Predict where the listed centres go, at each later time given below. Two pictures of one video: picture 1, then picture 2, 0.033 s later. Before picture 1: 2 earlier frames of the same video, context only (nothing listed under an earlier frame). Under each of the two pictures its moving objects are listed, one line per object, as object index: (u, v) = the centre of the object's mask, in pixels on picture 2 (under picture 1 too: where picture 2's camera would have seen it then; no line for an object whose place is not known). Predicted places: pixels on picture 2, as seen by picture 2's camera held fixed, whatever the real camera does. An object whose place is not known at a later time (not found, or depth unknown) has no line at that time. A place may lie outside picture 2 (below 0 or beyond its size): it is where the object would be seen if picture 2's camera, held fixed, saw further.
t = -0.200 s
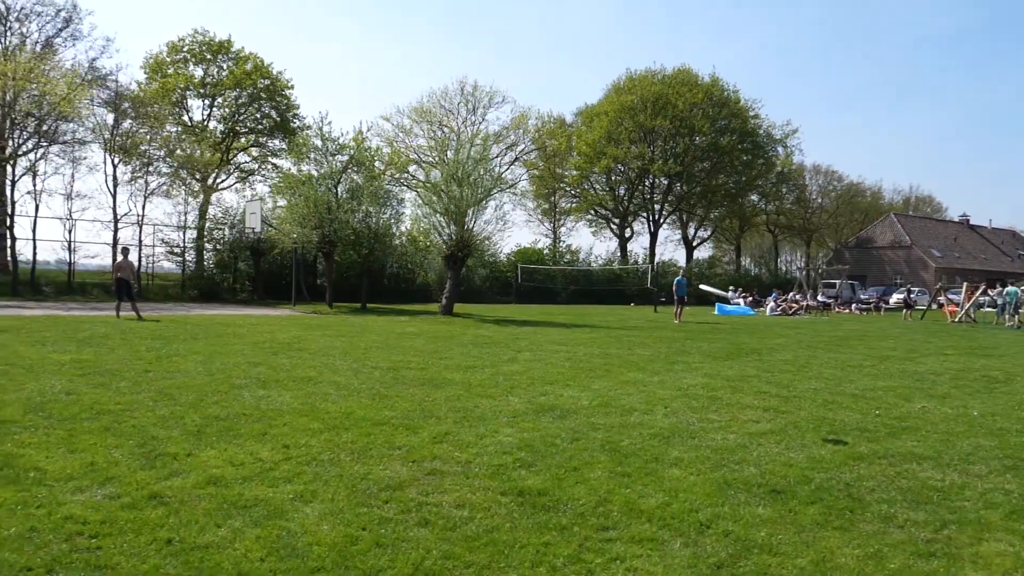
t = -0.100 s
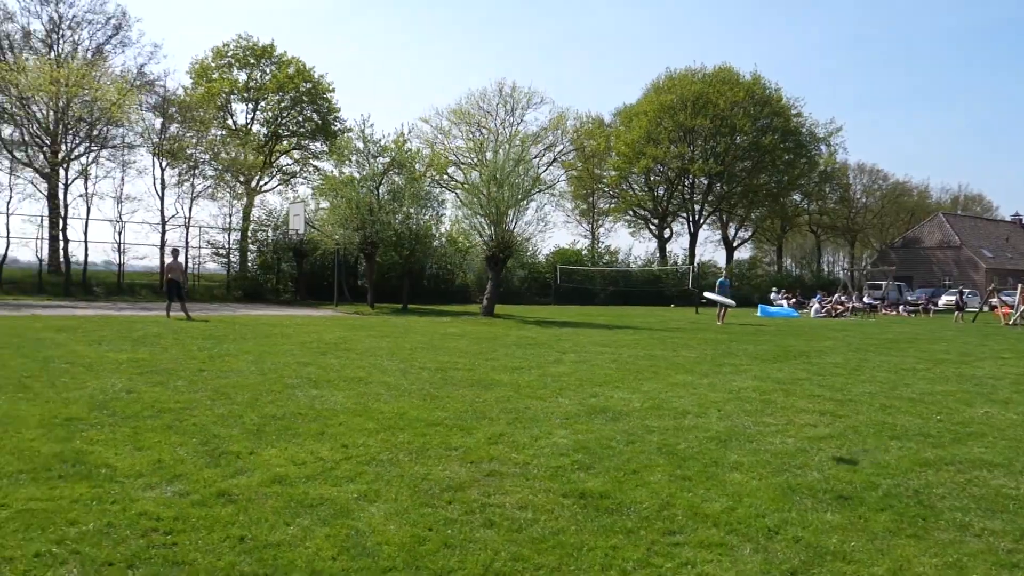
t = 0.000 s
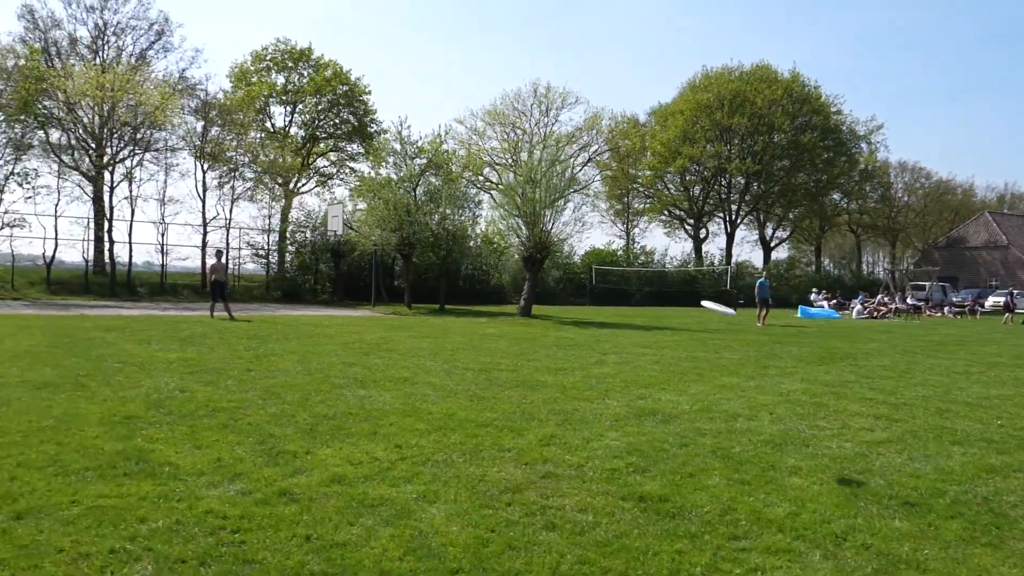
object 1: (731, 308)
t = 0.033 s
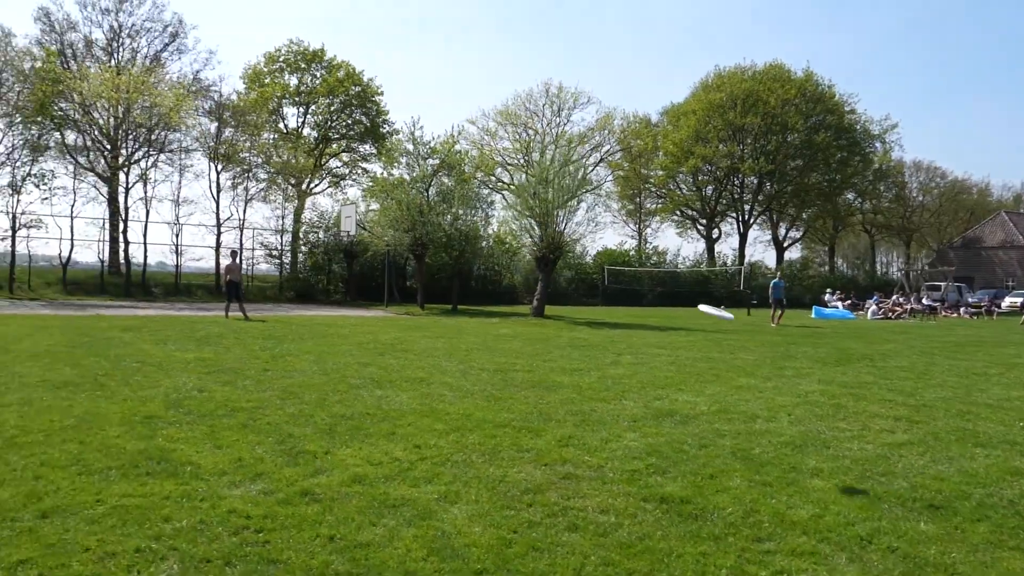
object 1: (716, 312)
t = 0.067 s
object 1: (702, 315)
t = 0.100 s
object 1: (686, 320)
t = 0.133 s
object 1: (670, 324)
